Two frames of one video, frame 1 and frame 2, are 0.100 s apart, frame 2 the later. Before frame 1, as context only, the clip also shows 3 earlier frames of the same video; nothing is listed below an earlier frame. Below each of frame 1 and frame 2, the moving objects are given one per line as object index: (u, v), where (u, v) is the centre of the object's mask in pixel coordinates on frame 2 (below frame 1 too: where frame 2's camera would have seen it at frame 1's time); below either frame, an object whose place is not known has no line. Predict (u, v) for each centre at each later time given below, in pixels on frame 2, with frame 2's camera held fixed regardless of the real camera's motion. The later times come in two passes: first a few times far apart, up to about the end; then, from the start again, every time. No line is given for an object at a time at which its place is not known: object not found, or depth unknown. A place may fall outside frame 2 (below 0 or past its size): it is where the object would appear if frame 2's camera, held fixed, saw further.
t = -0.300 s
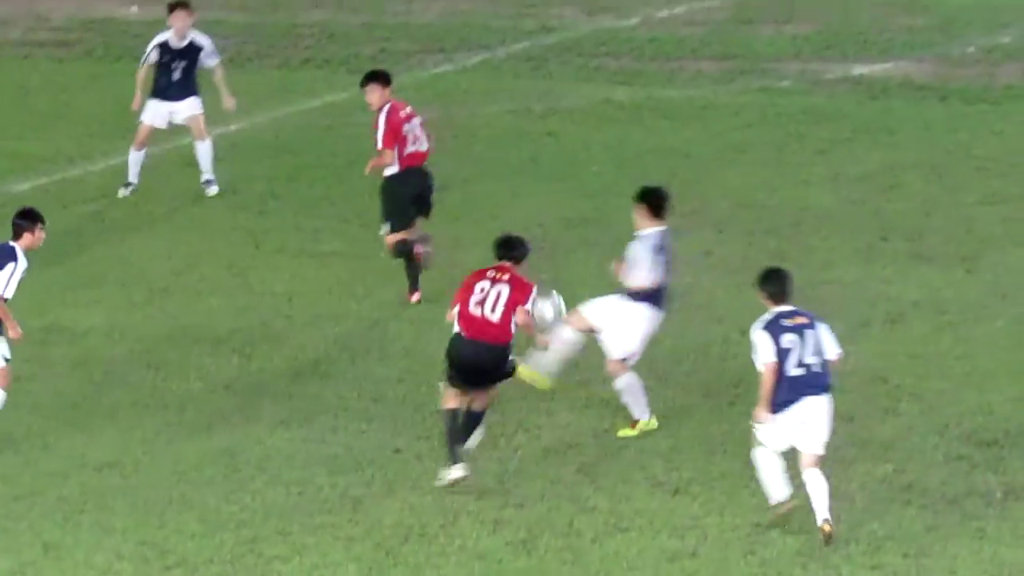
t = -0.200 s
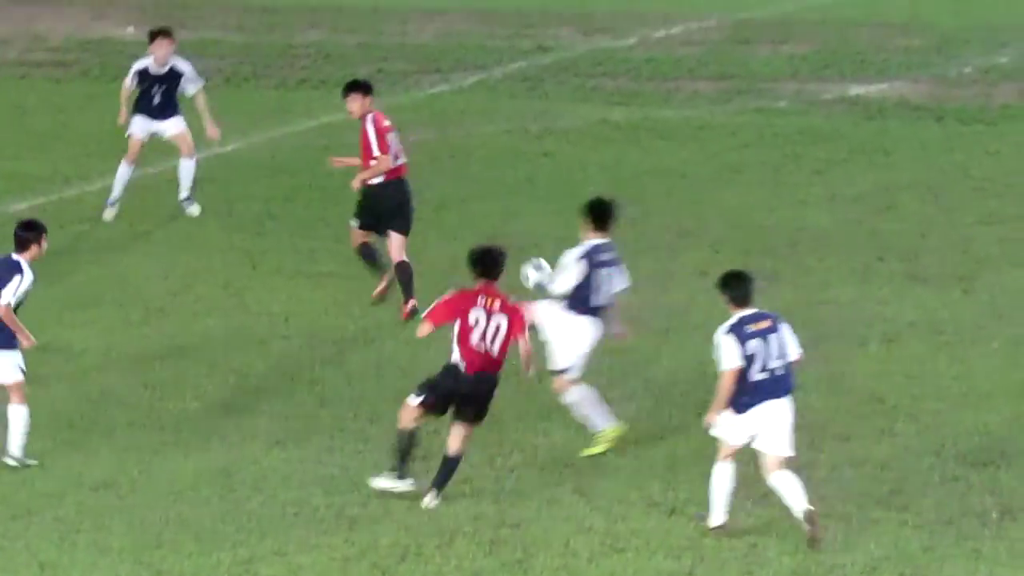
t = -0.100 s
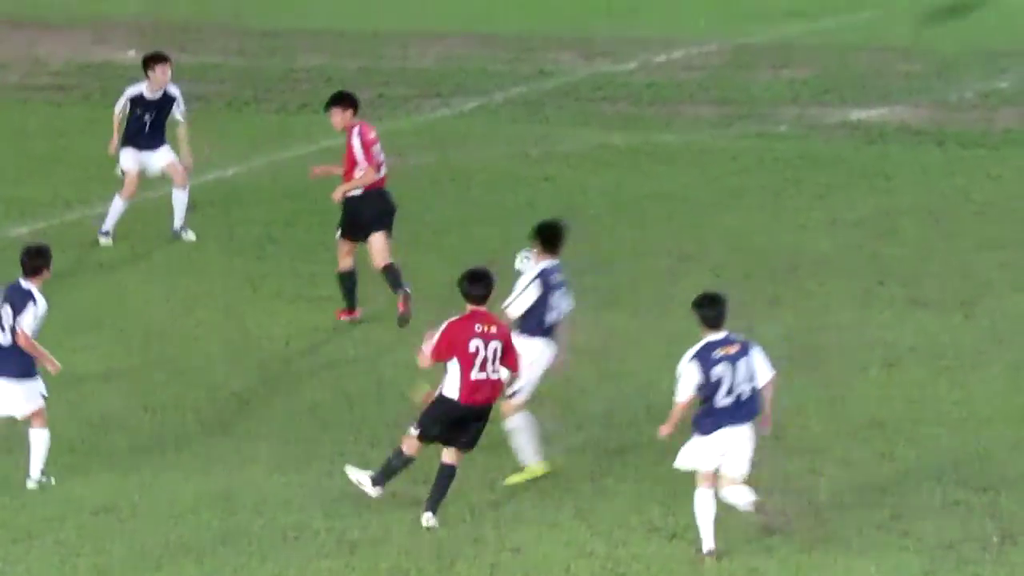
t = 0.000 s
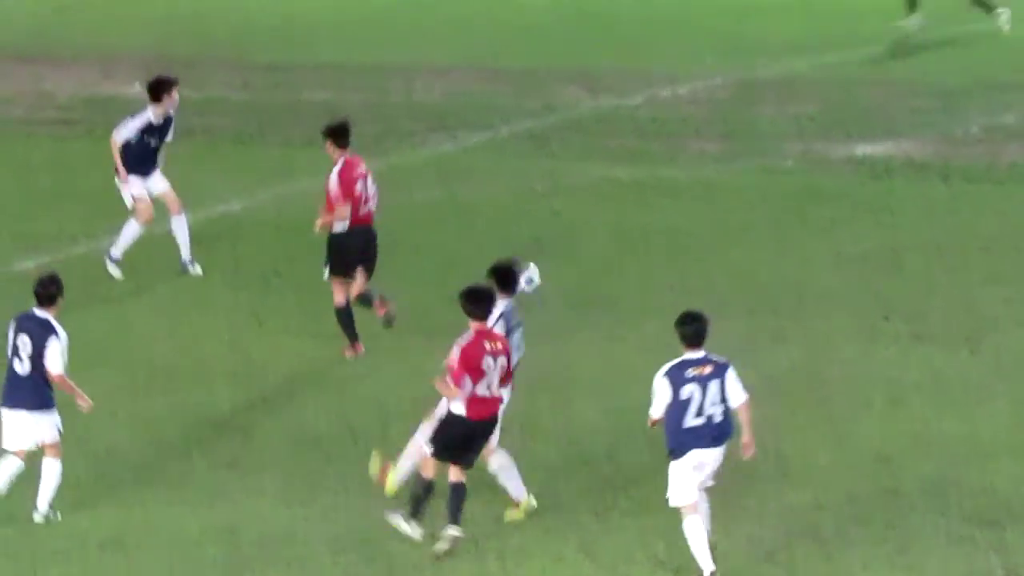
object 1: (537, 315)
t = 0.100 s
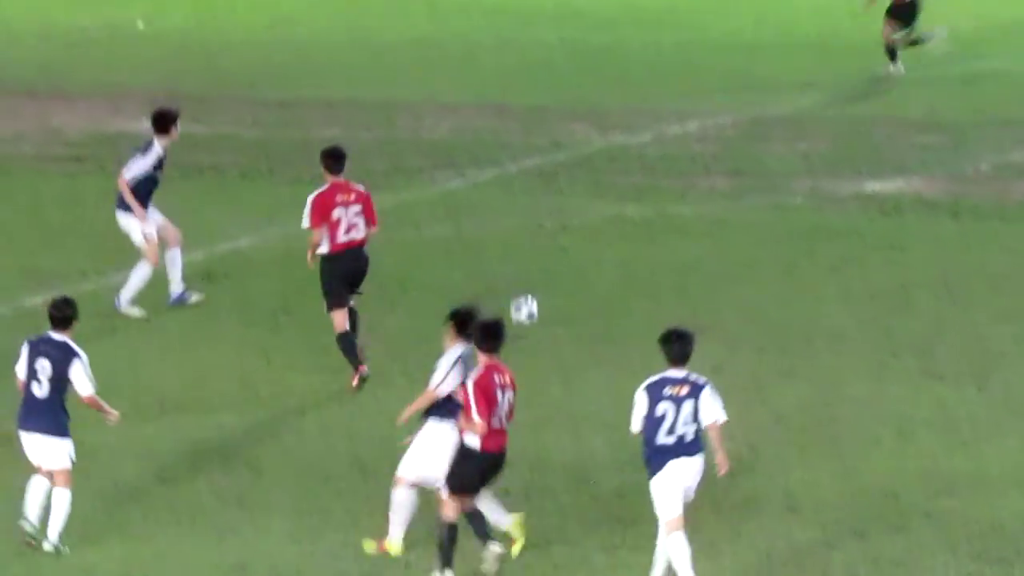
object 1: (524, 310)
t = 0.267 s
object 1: (496, 227)
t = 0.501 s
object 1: (455, 168)
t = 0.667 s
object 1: (428, 157)
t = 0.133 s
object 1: (519, 302)
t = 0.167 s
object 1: (513, 281)
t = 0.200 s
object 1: (507, 261)
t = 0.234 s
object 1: (501, 243)
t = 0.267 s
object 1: (496, 227)
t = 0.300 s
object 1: (489, 212)
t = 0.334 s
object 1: (484, 201)
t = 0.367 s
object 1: (478, 191)
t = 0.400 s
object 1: (472, 183)
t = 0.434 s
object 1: (467, 176)
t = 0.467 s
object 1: (461, 172)
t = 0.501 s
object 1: (455, 168)
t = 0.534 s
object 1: (450, 168)
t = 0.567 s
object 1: (446, 167)
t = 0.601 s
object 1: (440, 170)
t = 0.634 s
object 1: (435, 171)
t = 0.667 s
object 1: (428, 157)
